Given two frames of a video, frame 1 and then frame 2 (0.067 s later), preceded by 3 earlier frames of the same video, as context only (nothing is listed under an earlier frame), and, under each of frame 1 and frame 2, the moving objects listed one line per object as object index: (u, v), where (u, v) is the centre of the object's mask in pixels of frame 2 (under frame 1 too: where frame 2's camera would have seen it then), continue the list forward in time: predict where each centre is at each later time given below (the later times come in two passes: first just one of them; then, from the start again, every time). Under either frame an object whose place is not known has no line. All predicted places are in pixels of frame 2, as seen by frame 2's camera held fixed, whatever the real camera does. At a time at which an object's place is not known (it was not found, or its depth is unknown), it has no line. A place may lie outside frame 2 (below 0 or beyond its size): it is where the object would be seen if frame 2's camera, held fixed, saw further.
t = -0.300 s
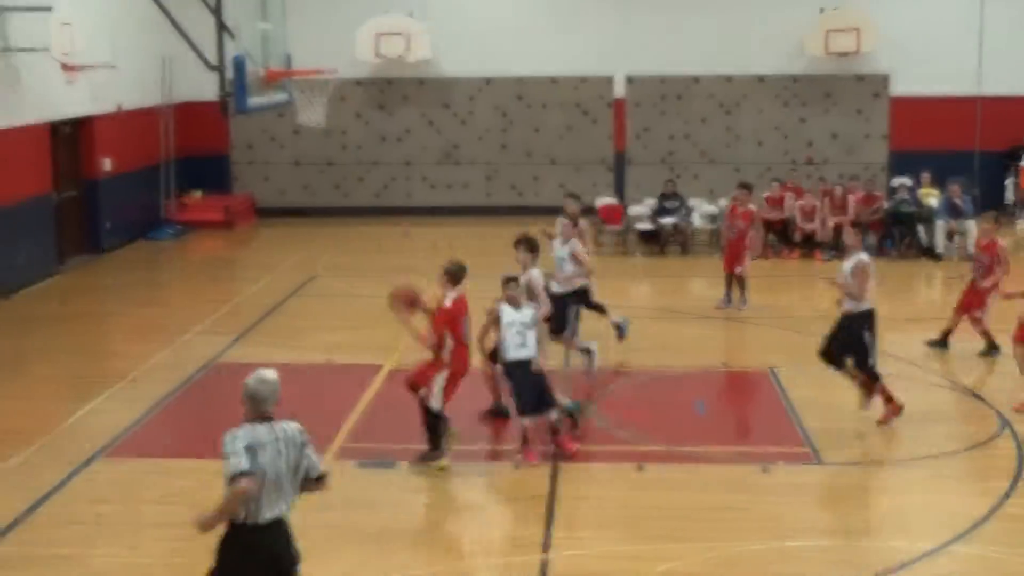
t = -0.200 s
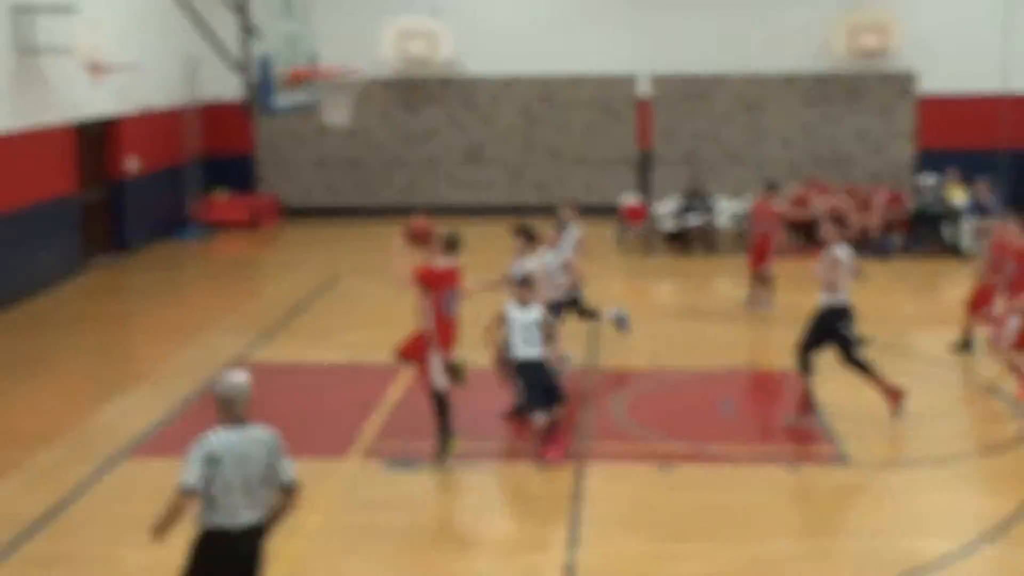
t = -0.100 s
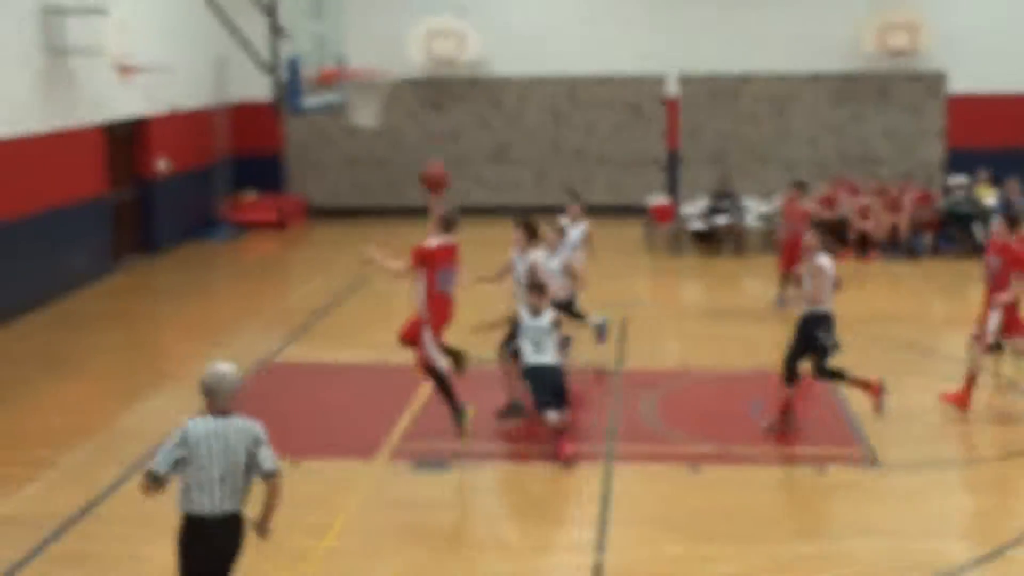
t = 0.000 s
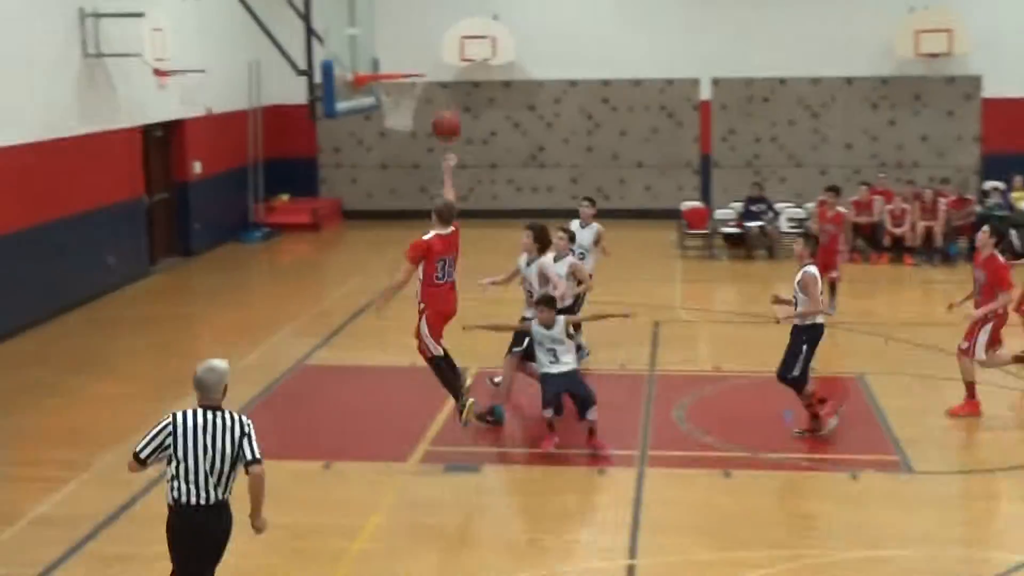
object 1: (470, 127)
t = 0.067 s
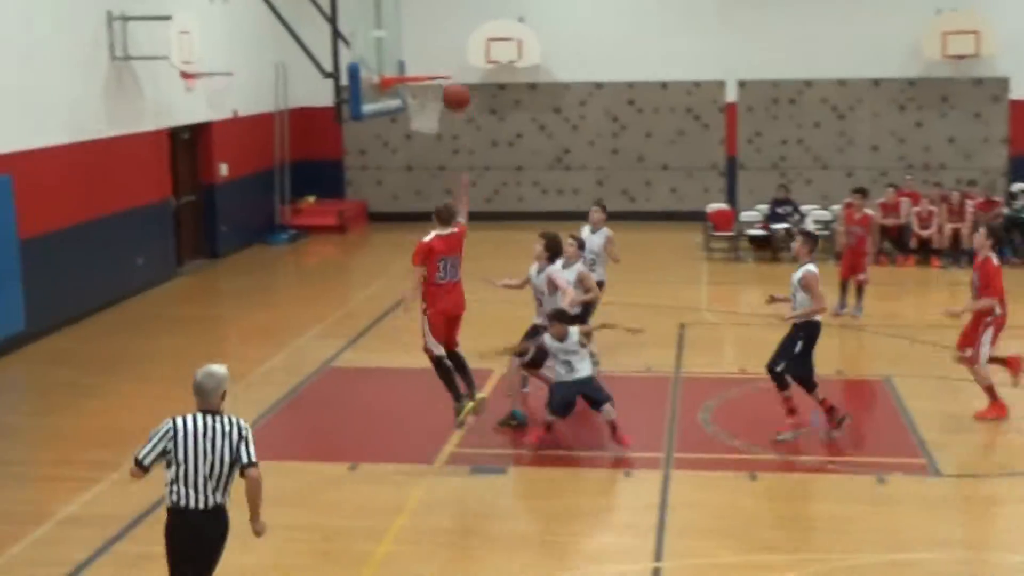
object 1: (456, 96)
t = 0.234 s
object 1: (421, 44)
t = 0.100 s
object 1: (449, 82)
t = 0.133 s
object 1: (442, 71)
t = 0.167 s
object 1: (436, 60)
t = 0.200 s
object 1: (429, 51)
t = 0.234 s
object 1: (421, 44)
